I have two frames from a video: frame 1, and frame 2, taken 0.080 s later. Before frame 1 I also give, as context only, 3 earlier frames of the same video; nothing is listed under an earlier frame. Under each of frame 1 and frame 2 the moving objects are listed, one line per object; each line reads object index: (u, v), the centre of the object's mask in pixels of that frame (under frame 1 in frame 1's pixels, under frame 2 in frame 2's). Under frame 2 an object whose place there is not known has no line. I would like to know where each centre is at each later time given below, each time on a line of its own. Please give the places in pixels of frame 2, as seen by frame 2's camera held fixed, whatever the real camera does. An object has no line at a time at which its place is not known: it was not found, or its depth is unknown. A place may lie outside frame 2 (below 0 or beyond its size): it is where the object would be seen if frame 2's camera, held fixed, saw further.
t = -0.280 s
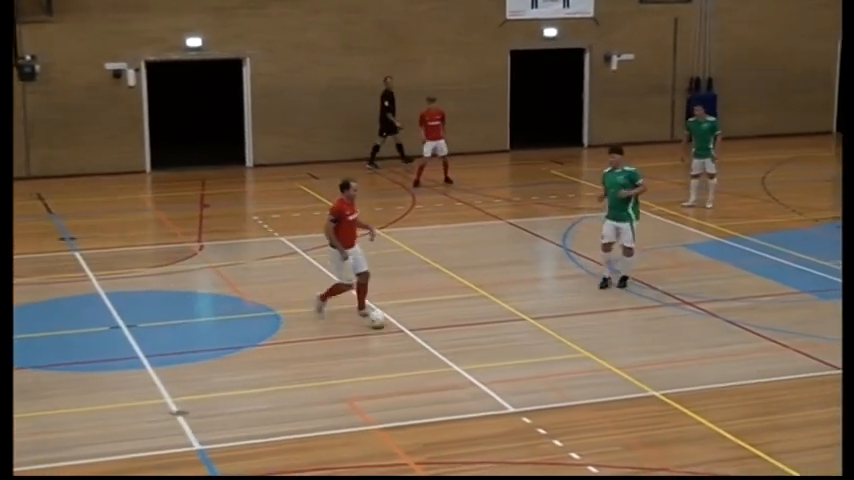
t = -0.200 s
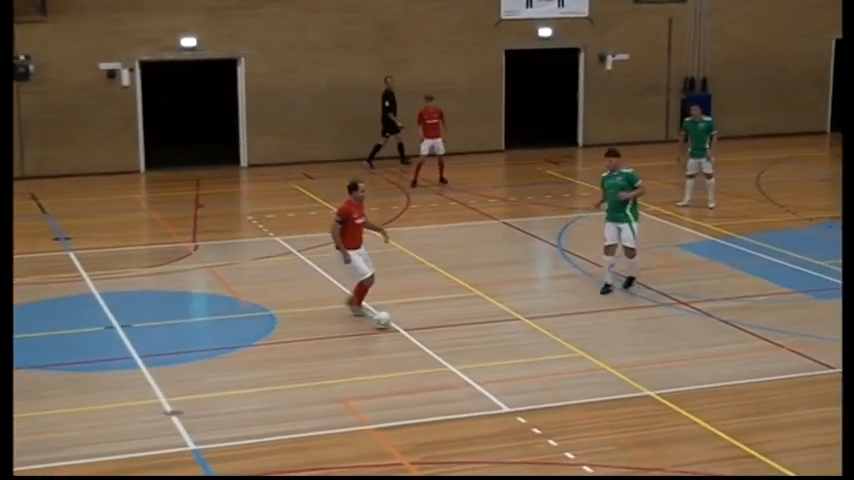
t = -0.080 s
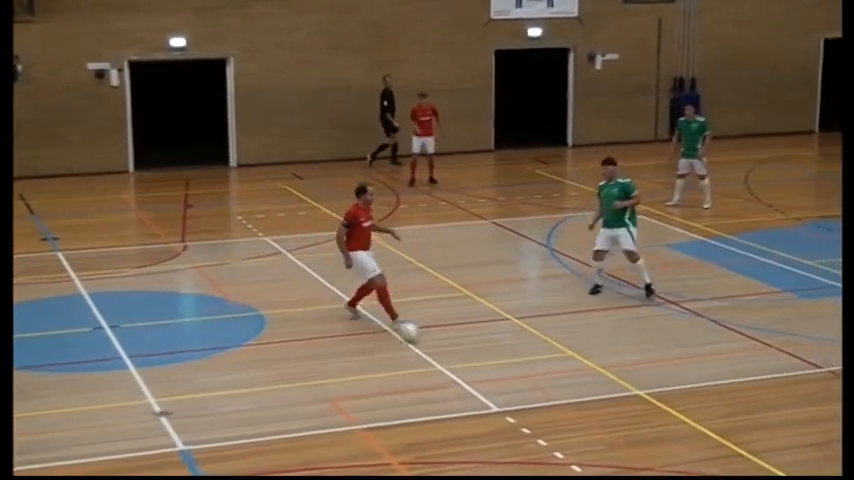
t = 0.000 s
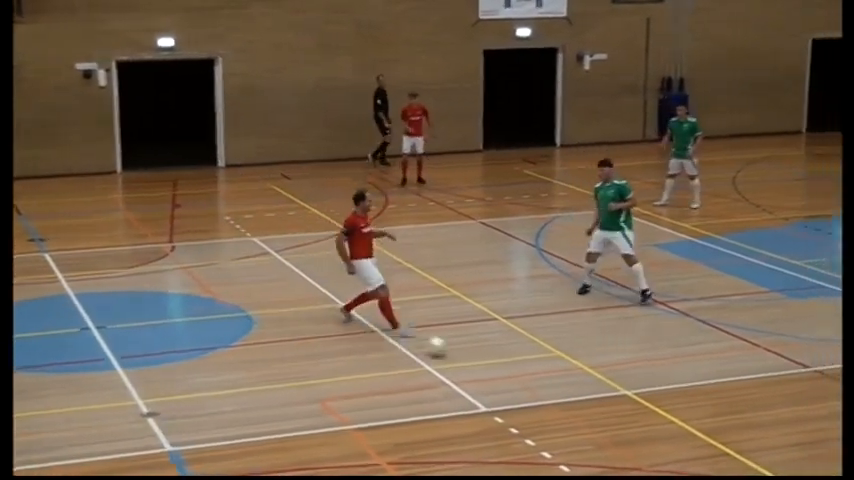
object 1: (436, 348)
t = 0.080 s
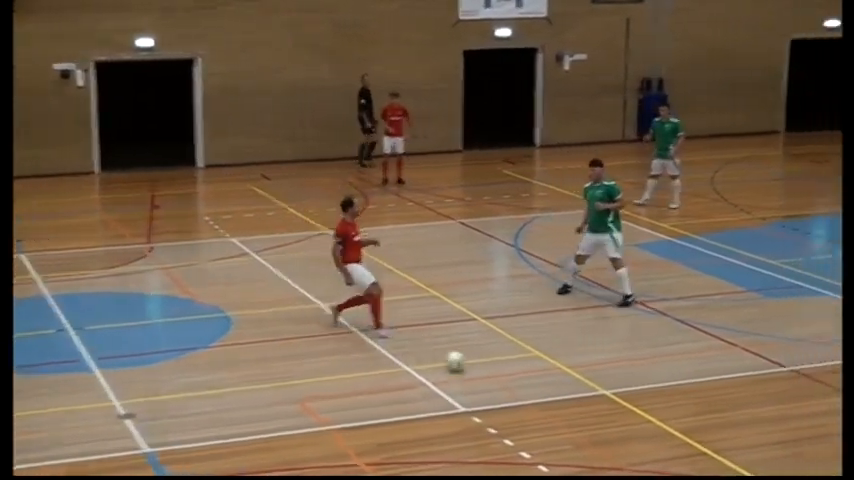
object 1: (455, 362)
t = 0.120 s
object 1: (476, 370)
